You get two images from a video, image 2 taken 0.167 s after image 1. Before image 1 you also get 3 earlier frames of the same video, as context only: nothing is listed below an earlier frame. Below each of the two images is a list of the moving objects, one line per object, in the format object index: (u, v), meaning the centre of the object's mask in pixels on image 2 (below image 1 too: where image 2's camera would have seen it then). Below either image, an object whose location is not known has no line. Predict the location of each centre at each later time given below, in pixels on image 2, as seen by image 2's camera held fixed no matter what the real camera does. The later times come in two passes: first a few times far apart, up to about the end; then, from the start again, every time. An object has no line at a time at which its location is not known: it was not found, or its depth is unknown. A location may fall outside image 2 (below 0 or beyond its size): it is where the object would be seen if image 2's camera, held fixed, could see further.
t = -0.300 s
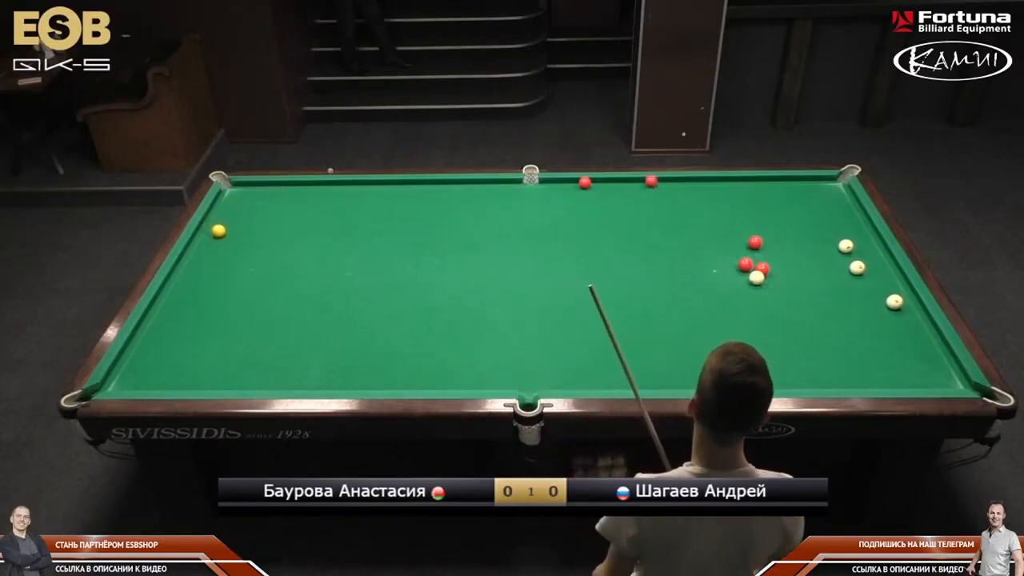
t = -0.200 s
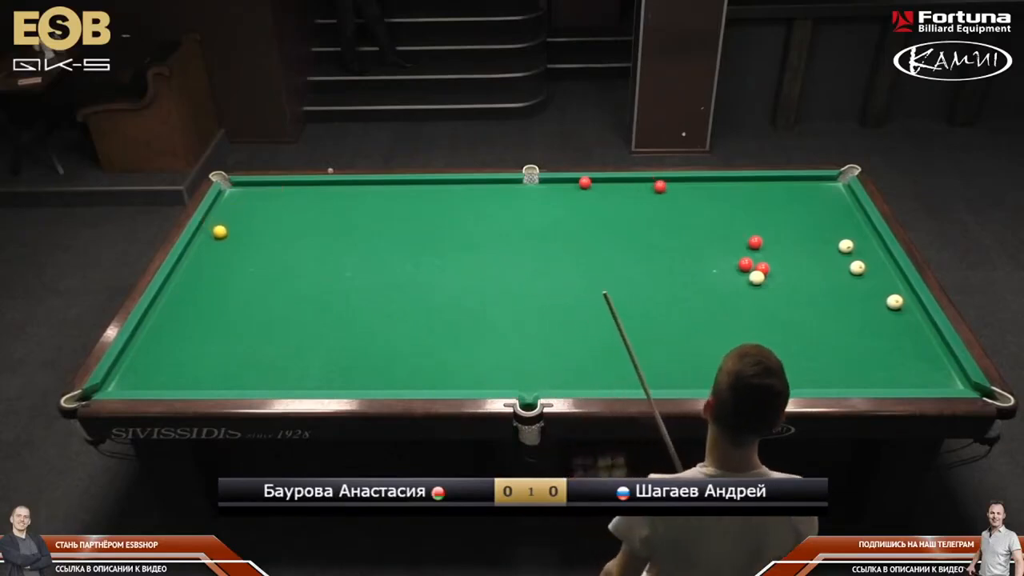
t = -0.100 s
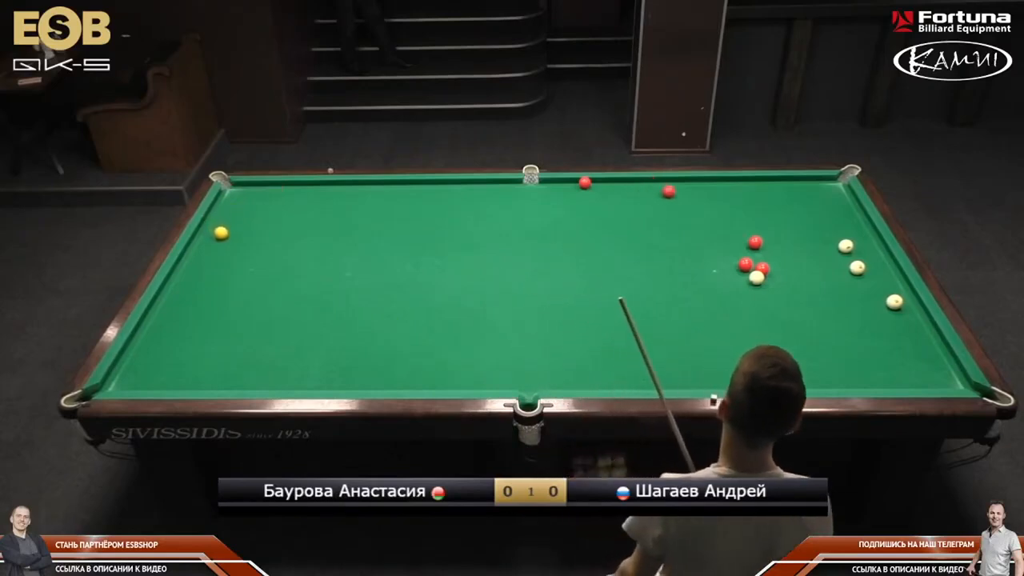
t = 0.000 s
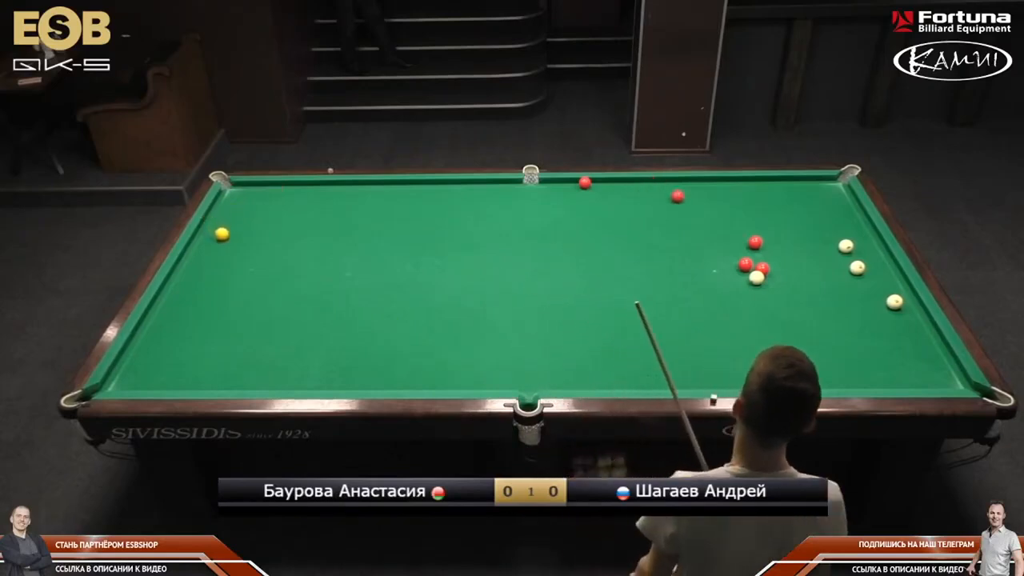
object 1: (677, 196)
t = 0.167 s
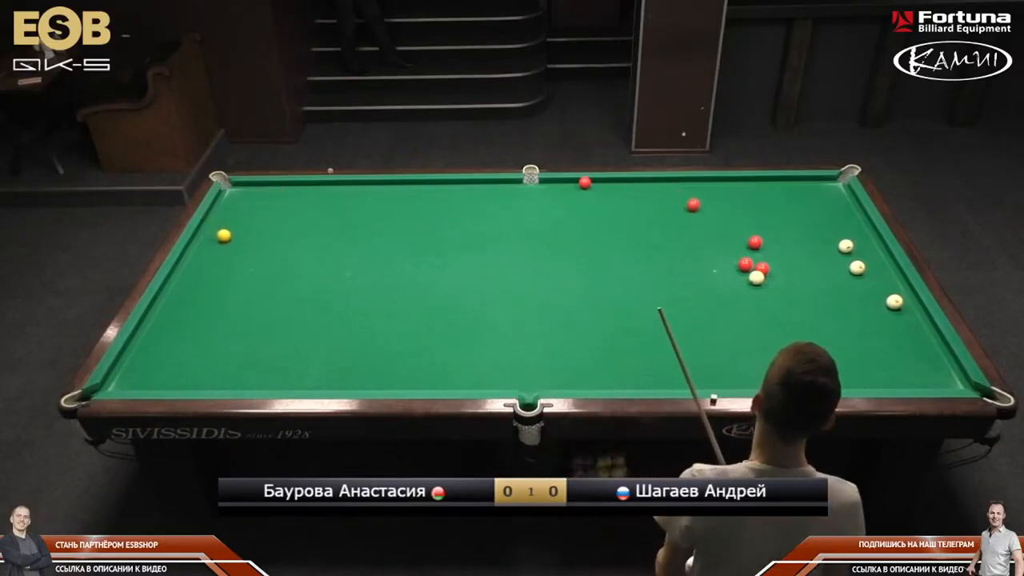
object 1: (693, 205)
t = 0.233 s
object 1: (698, 208)
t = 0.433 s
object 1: (717, 218)
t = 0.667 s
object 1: (739, 229)
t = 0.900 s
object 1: (754, 235)
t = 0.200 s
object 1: (695, 206)
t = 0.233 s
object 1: (698, 208)
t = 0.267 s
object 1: (702, 210)
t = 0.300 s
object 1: (704, 211)
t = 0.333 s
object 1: (708, 213)
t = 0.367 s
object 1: (711, 215)
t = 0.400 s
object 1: (713, 216)
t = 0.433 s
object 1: (717, 218)
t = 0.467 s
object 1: (720, 220)
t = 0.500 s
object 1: (722, 221)
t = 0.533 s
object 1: (726, 223)
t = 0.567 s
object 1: (729, 225)
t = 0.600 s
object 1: (732, 225)
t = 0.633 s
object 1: (735, 228)
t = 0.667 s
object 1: (739, 229)
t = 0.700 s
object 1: (740, 230)
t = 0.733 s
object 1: (744, 232)
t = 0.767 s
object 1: (747, 234)
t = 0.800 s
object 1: (749, 234)
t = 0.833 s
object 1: (751, 234)
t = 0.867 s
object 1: (753, 235)
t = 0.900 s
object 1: (754, 235)
